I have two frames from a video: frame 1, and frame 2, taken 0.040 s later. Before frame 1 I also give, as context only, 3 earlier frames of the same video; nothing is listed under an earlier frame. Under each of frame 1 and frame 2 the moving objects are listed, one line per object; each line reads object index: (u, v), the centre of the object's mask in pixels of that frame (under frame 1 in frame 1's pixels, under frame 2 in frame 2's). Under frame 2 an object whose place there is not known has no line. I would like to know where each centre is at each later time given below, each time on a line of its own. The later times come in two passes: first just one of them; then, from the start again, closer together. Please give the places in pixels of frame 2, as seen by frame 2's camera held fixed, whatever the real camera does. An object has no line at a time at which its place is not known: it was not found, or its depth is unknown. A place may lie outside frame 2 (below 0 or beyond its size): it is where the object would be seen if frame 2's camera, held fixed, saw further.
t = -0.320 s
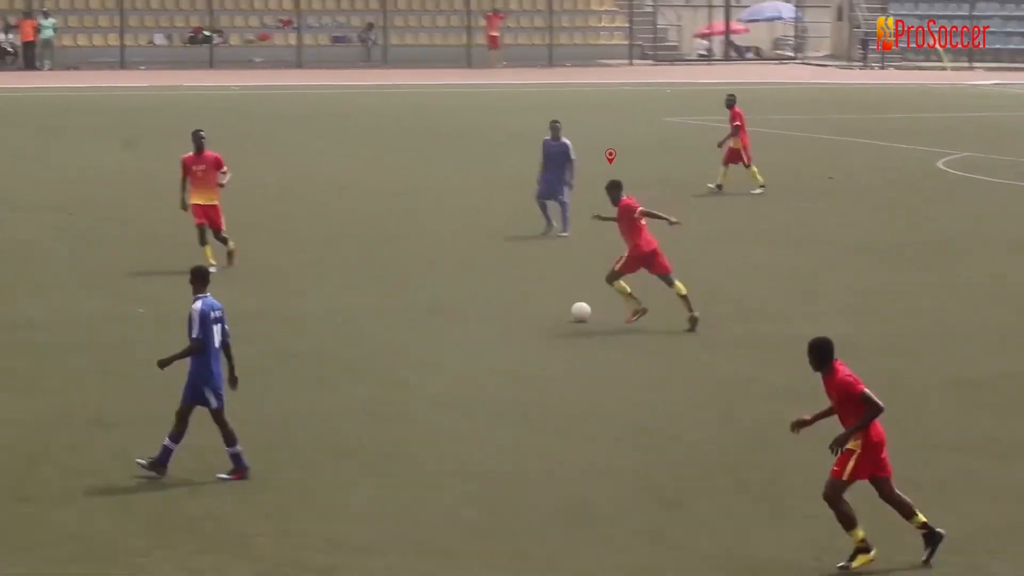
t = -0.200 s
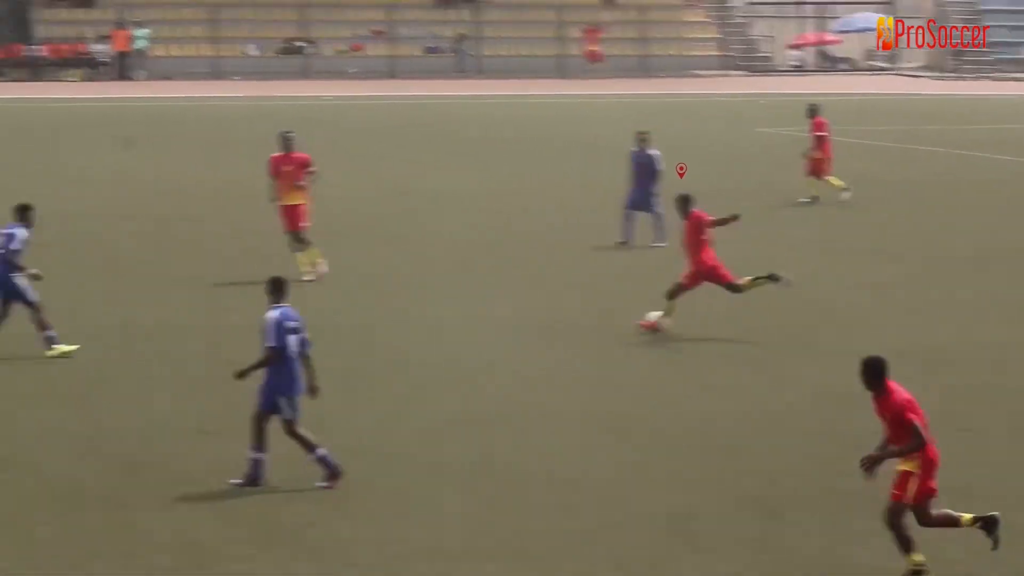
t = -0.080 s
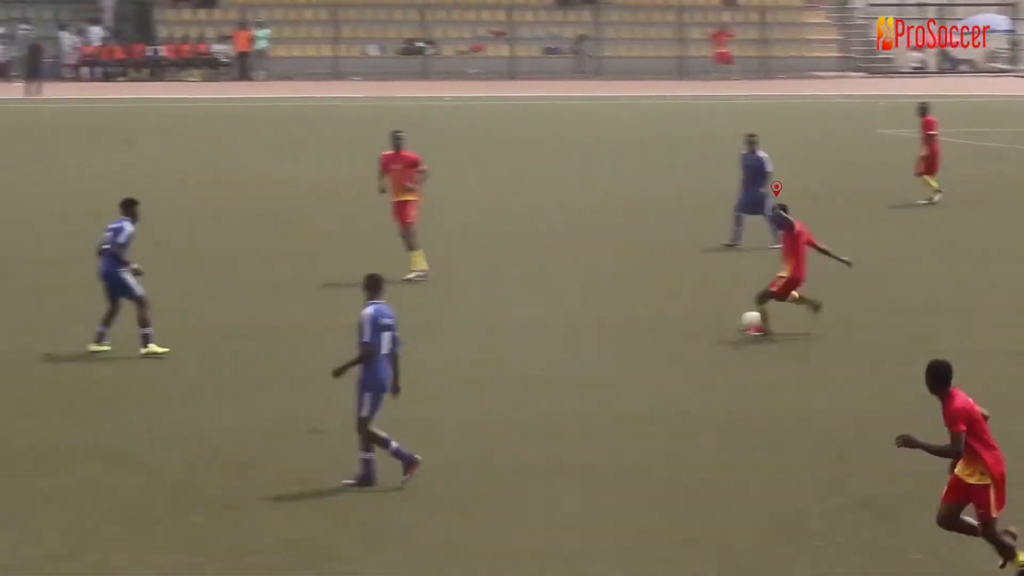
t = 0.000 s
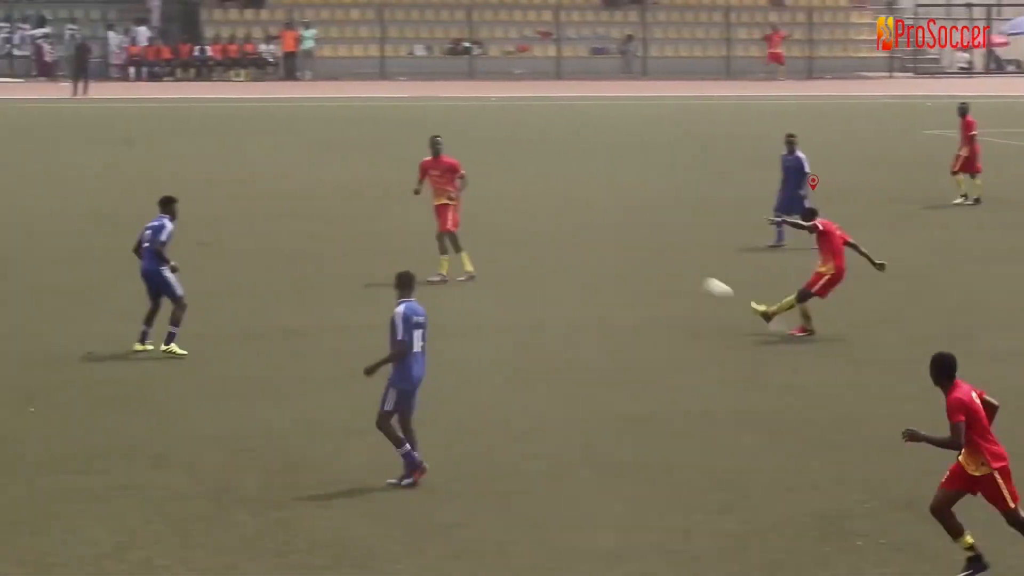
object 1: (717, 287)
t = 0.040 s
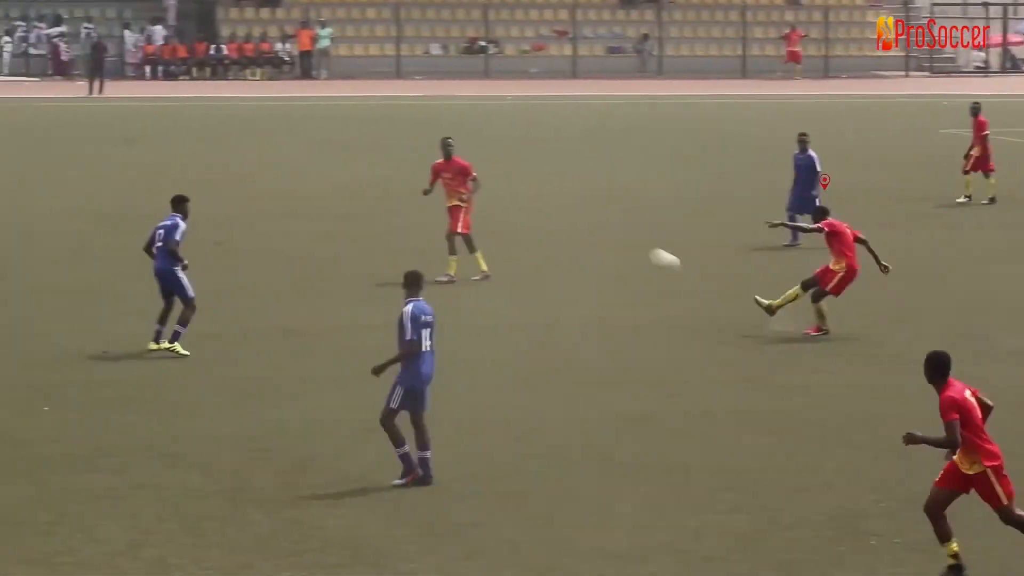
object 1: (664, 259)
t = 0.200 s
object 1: (405, 152)
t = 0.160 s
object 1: (471, 178)
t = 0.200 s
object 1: (405, 152)
